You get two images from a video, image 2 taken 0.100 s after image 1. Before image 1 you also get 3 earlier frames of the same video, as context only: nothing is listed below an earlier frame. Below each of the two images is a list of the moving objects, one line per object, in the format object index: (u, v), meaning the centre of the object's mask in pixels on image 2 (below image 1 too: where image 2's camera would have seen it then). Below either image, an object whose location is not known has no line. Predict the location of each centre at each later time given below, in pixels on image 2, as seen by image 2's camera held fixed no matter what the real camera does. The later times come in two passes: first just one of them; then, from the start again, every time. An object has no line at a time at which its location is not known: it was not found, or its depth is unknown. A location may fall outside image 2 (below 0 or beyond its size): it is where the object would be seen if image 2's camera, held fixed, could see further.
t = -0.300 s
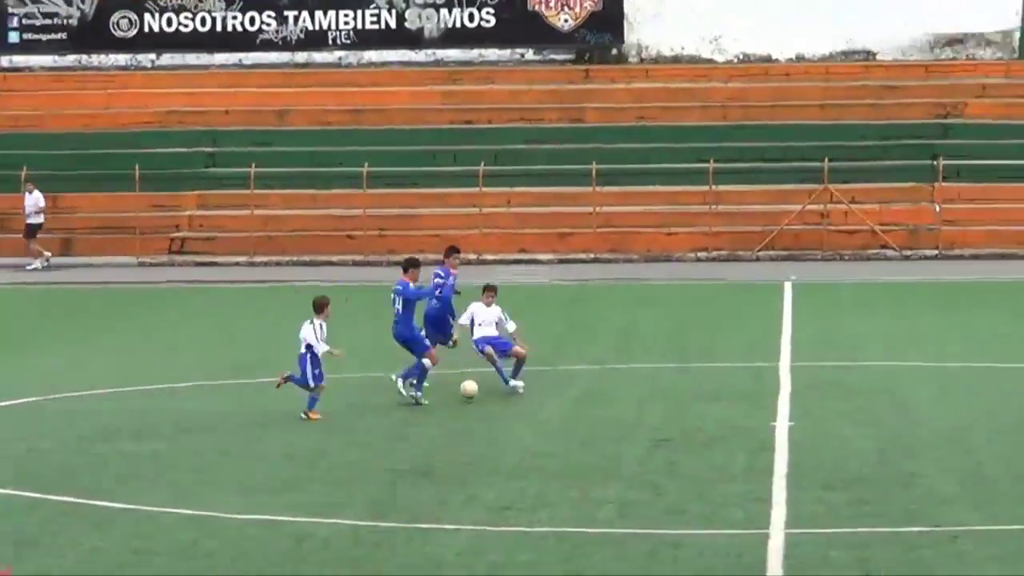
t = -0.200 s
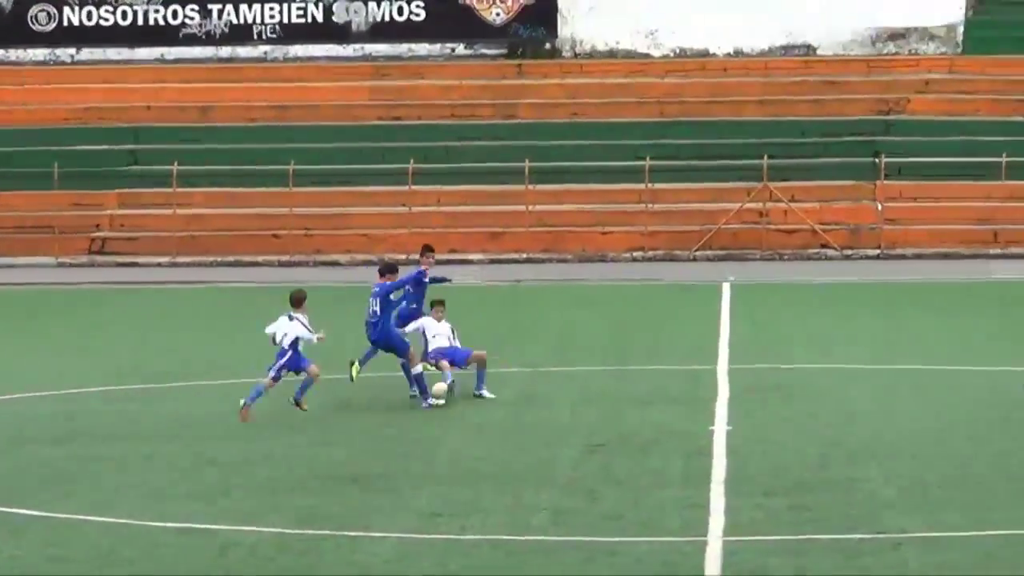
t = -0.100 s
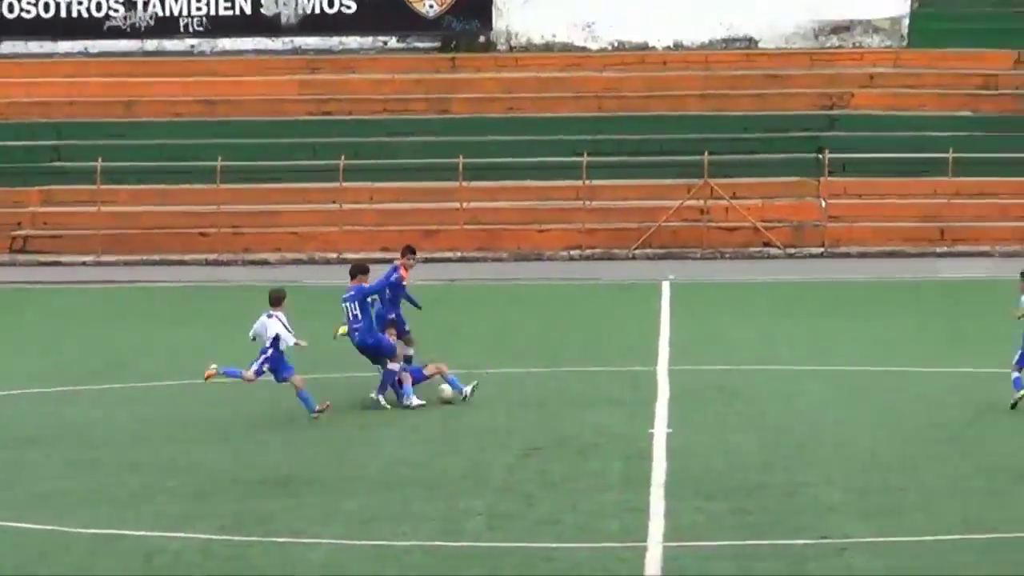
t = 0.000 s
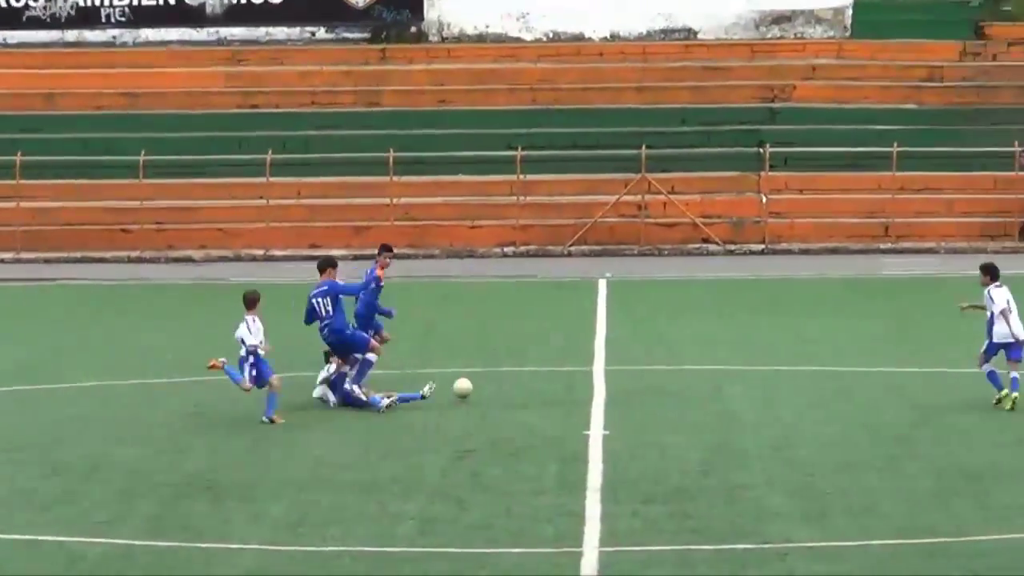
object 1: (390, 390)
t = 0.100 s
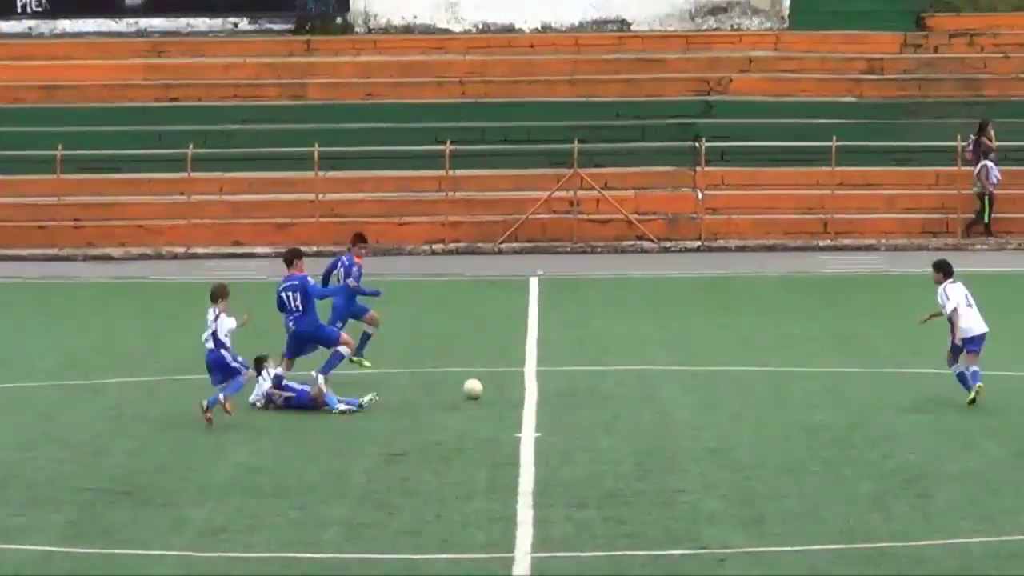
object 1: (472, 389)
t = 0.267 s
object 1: (591, 381)
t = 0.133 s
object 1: (498, 387)
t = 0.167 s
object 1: (522, 385)
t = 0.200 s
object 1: (547, 385)
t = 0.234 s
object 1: (570, 384)
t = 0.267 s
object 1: (591, 381)
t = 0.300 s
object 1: (612, 379)
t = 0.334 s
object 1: (633, 379)
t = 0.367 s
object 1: (653, 380)
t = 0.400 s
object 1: (671, 377)
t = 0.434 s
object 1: (689, 376)
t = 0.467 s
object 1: (708, 377)
